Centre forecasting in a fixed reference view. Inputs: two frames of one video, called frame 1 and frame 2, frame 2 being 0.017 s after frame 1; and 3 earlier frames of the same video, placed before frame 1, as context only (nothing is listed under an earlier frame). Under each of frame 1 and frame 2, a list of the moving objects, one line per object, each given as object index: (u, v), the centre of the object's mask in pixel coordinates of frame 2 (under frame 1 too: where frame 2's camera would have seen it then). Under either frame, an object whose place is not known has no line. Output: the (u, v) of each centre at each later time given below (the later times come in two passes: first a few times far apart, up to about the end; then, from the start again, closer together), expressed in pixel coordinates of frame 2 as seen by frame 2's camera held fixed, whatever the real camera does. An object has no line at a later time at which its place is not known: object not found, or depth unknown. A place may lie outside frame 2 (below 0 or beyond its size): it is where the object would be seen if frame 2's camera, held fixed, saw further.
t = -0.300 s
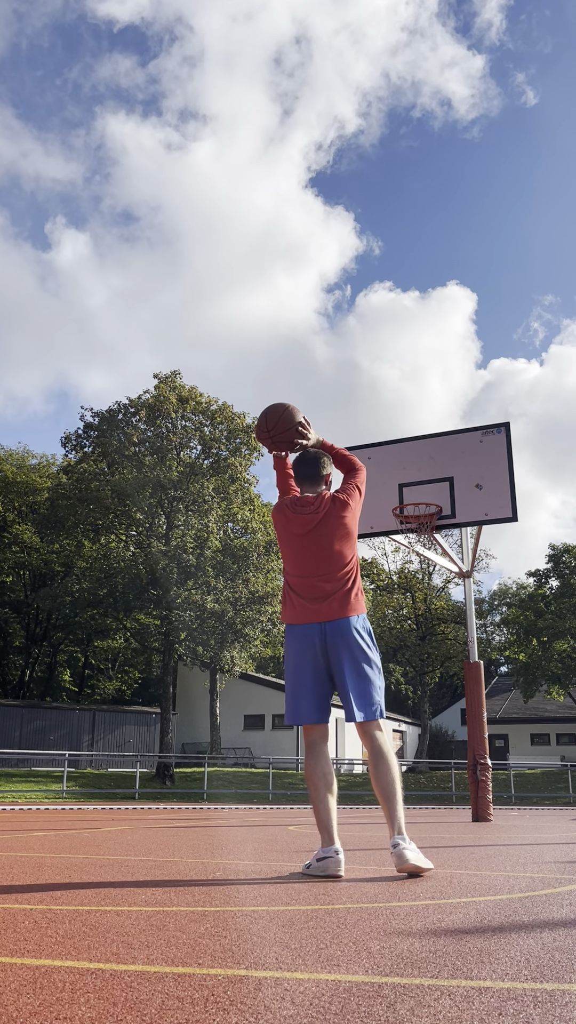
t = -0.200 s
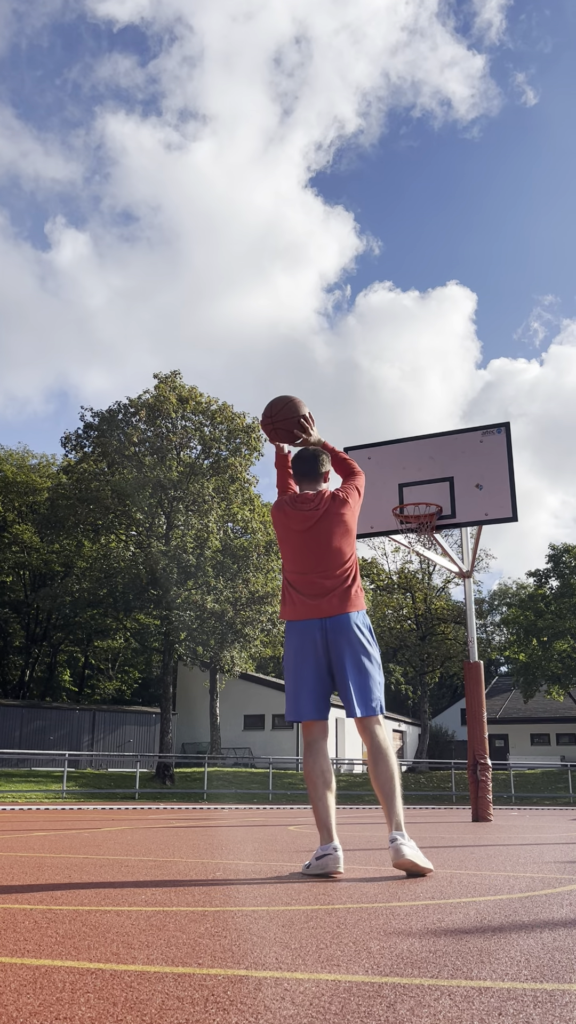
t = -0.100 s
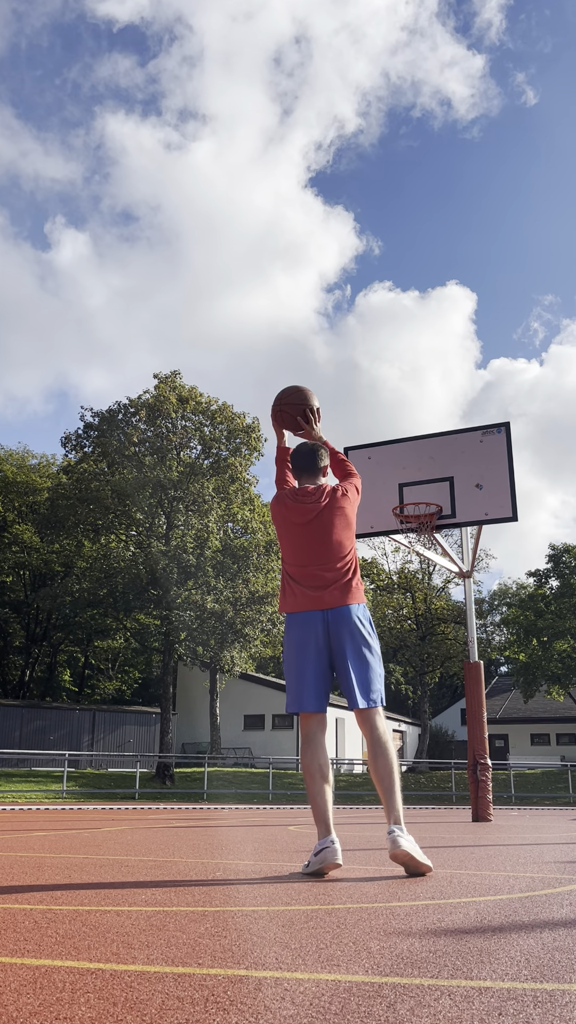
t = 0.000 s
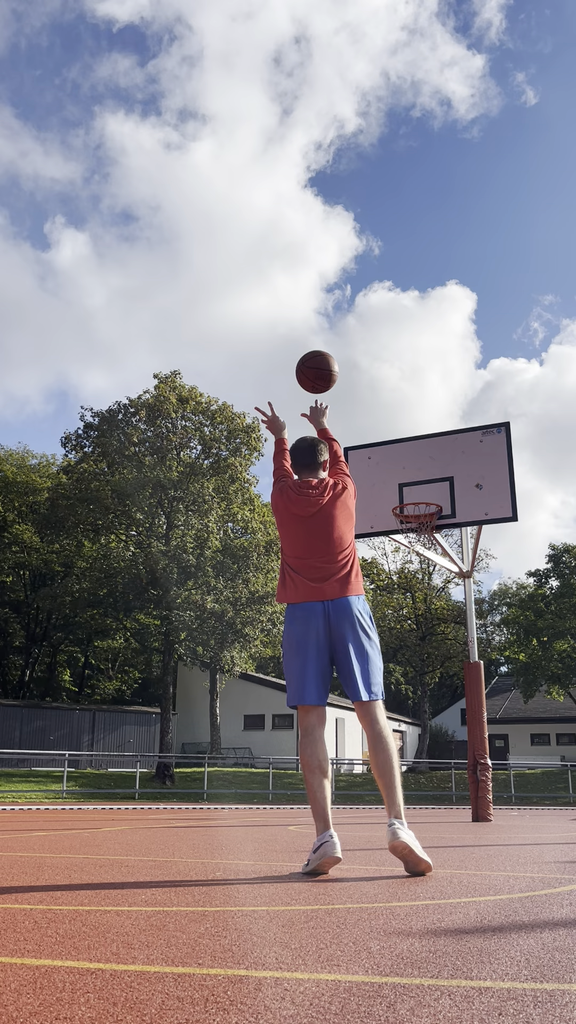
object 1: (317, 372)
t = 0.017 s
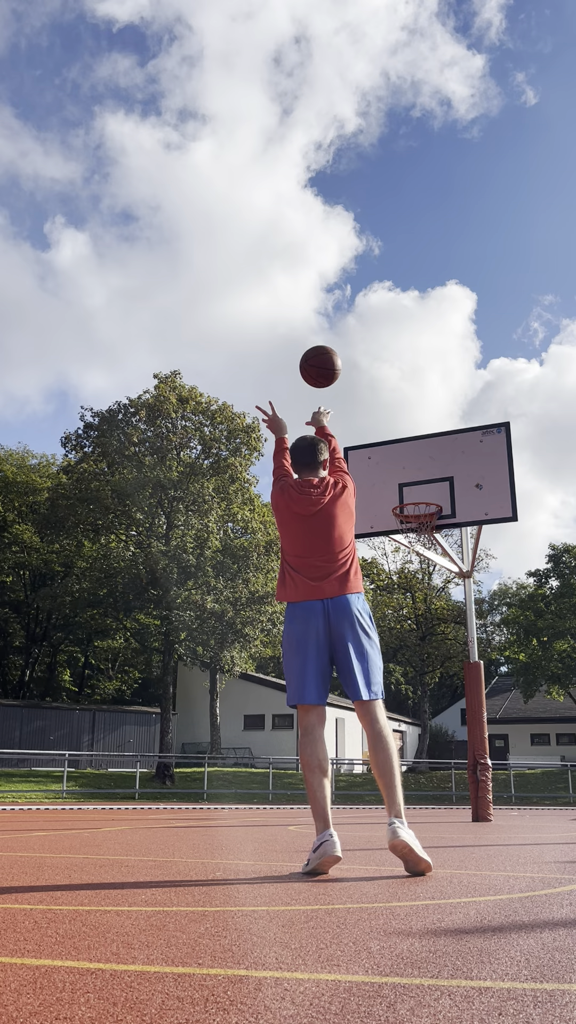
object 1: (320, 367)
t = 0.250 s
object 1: (356, 346)
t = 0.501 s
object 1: (382, 392)
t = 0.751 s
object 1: (402, 482)
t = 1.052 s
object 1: (428, 532)
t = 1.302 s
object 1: (418, 600)
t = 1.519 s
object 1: (411, 717)
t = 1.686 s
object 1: (403, 797)
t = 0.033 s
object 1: (323, 362)
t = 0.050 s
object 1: (327, 358)
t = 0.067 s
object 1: (329, 354)
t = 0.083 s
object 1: (332, 351)
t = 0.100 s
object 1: (335, 349)
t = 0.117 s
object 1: (338, 347)
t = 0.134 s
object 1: (340, 345)
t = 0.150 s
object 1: (343, 345)
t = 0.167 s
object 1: (345, 344)
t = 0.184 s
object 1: (348, 343)
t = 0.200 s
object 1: (350, 343)
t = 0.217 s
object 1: (352, 344)
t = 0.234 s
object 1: (354, 344)
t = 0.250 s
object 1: (356, 346)
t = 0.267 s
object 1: (358, 347)
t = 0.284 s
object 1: (360, 348)
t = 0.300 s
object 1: (362, 350)
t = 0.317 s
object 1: (364, 353)
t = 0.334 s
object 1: (366, 355)
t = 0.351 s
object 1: (368, 357)
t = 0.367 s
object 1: (369, 360)
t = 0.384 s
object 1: (371, 364)
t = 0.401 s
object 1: (373, 367)
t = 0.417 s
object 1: (374, 371)
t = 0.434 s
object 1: (376, 374)
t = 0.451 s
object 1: (378, 379)
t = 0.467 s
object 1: (379, 383)
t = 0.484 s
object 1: (381, 387)
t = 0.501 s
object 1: (382, 392)
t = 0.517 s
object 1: (384, 397)
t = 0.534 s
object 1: (385, 402)
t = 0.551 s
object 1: (386, 407)
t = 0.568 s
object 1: (388, 413)
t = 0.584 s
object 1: (389, 418)
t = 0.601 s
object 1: (391, 424)
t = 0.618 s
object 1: (392, 430)
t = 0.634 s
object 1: (393, 436)
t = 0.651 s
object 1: (395, 442)
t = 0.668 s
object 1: (396, 449)
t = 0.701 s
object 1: (398, 462)
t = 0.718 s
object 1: (399, 469)
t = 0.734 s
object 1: (401, 475)
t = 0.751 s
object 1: (402, 482)
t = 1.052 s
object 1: (428, 532)
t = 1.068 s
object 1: (428, 538)
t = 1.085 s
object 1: (427, 540)
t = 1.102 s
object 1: (425, 542)
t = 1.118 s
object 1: (424, 544)
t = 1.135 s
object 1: (424, 548)
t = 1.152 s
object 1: (423, 552)
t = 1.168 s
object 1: (422, 556)
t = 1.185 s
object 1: (422, 561)
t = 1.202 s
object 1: (421, 566)
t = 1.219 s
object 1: (420, 570)
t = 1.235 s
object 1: (420, 576)
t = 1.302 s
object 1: (418, 600)
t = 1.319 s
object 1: (417, 607)
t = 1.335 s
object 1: (417, 614)
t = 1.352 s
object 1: (416, 622)
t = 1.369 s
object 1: (416, 630)
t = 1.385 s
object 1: (416, 638)
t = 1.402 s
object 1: (414, 647)
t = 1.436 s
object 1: (414, 665)
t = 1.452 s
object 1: (413, 675)
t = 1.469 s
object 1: (413, 685)
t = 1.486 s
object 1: (412, 696)
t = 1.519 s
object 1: (411, 717)
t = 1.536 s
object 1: (411, 729)
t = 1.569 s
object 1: (410, 754)
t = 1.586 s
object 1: (409, 767)
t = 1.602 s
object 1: (409, 780)
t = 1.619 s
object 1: (408, 794)
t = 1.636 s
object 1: (407, 809)
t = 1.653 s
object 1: (406, 817)
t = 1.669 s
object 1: (405, 807)
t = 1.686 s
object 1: (403, 797)
